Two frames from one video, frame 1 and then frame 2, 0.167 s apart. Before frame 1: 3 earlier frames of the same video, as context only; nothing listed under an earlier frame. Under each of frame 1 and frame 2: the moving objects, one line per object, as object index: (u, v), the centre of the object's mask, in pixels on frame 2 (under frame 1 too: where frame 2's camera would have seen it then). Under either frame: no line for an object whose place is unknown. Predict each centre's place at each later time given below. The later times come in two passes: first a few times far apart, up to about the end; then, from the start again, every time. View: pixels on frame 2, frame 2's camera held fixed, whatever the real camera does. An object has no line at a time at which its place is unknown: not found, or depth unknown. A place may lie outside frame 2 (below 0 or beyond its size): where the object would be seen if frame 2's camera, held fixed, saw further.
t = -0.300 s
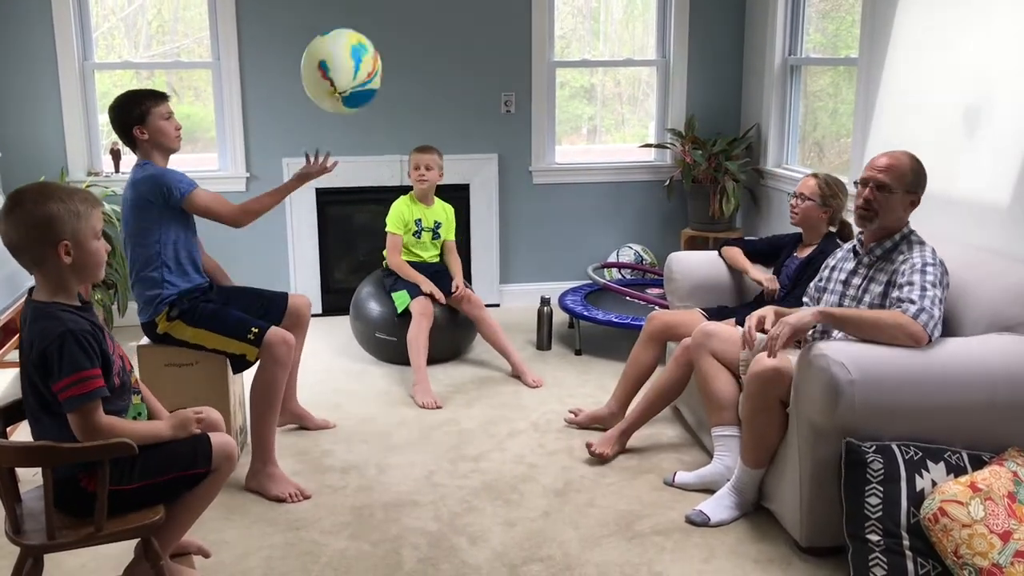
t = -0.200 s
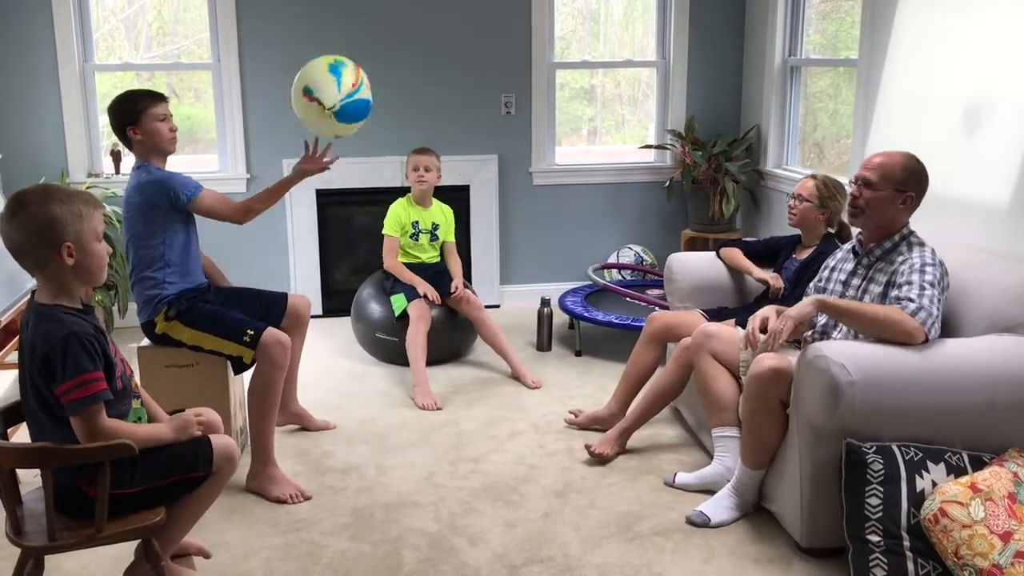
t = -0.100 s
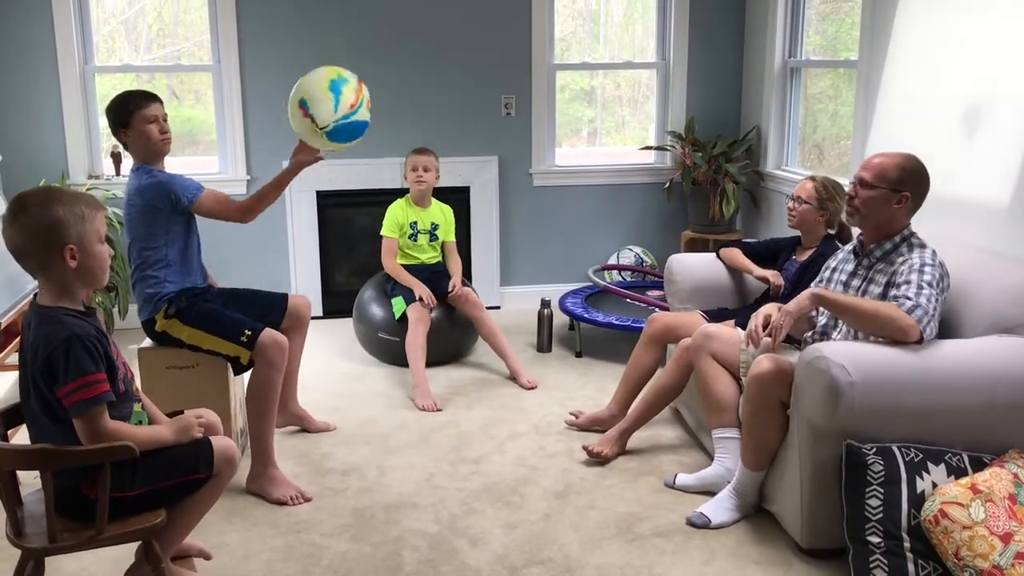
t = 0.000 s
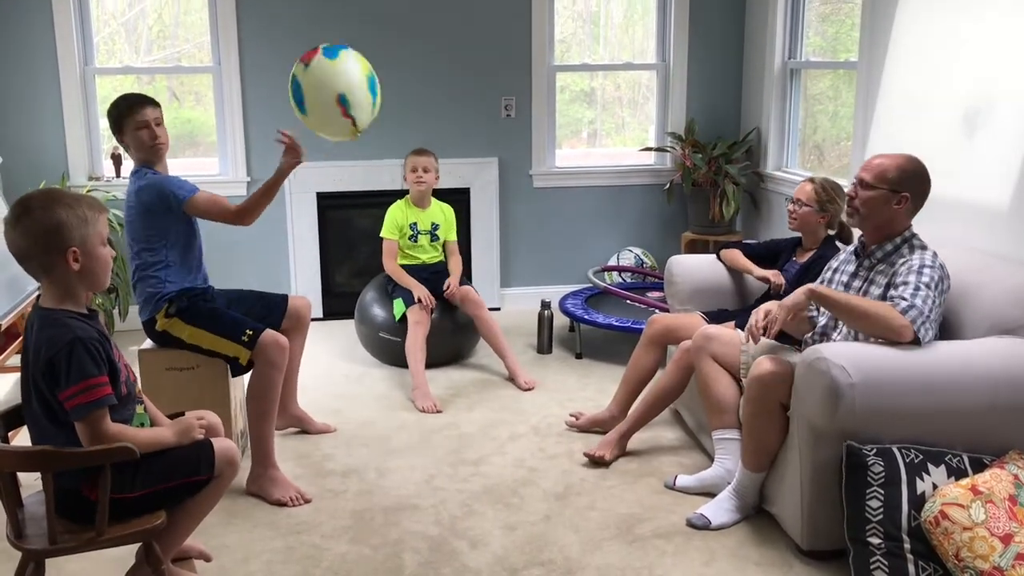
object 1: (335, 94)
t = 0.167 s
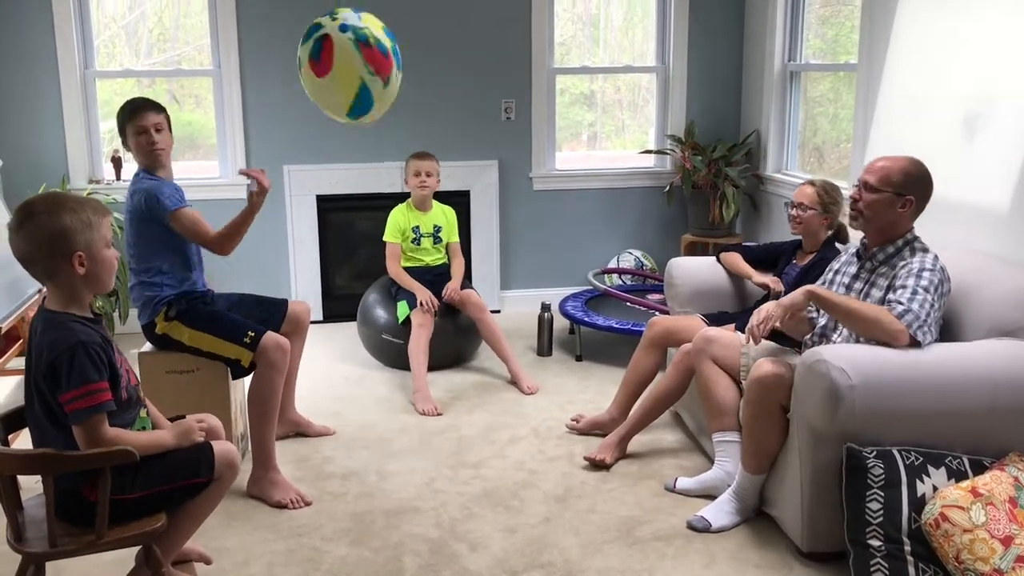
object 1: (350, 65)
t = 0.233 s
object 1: (356, 55)
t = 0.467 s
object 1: (376, 53)
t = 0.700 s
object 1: (385, 102)
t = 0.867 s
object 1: (382, 177)
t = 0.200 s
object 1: (353, 60)
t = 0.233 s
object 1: (356, 55)
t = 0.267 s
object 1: (359, 53)
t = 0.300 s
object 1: (362, 51)
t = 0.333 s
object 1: (365, 50)
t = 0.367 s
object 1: (368, 50)
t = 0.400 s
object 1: (371, 50)
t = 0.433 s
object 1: (374, 51)
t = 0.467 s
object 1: (376, 53)
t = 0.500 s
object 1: (378, 56)
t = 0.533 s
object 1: (380, 60)
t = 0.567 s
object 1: (382, 65)
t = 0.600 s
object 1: (383, 71)
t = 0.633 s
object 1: (385, 80)
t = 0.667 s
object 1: (385, 90)
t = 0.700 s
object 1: (385, 102)
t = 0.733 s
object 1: (385, 115)
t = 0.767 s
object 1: (385, 129)
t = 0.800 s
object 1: (385, 144)
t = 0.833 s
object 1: (384, 161)
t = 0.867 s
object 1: (382, 177)
